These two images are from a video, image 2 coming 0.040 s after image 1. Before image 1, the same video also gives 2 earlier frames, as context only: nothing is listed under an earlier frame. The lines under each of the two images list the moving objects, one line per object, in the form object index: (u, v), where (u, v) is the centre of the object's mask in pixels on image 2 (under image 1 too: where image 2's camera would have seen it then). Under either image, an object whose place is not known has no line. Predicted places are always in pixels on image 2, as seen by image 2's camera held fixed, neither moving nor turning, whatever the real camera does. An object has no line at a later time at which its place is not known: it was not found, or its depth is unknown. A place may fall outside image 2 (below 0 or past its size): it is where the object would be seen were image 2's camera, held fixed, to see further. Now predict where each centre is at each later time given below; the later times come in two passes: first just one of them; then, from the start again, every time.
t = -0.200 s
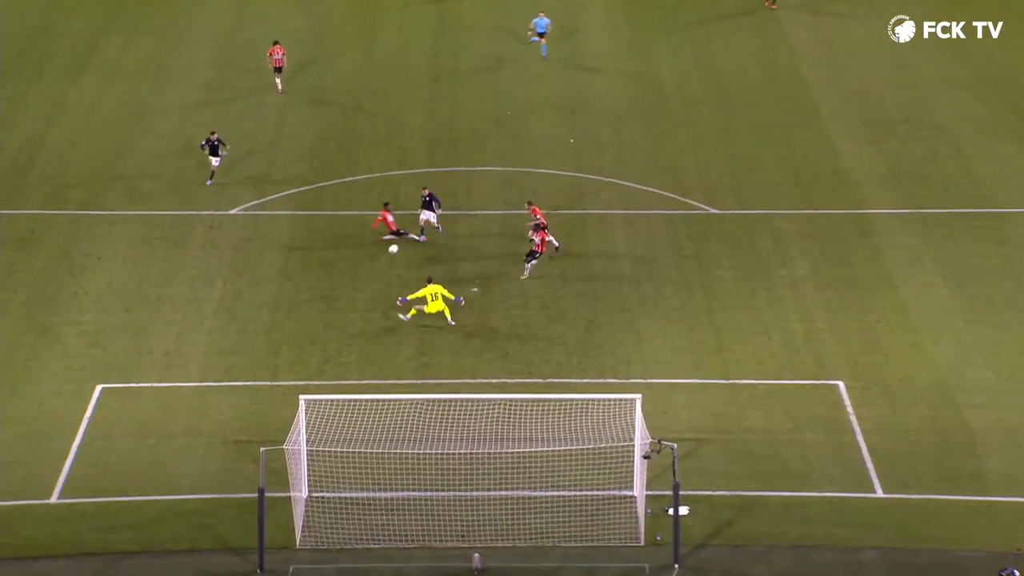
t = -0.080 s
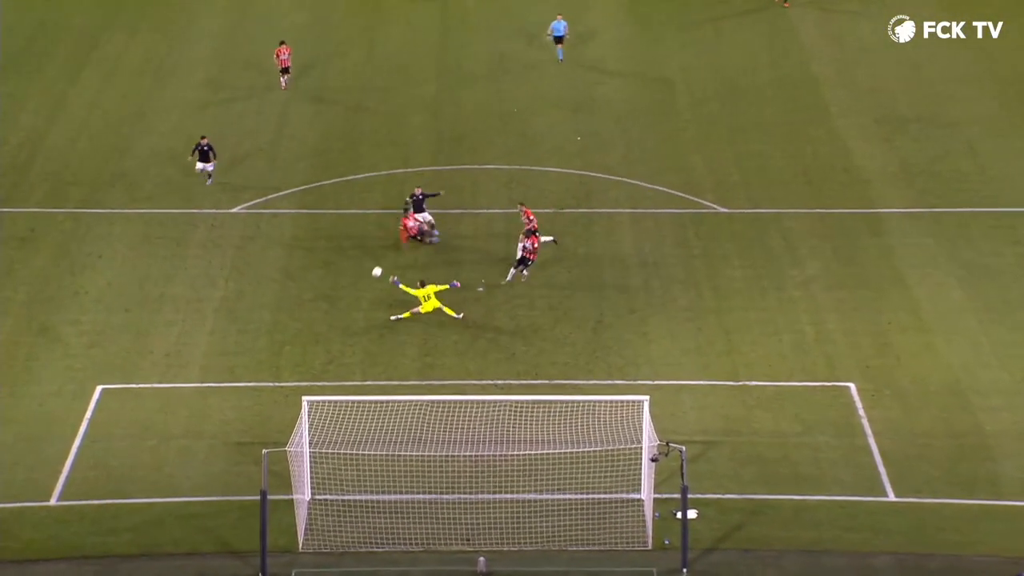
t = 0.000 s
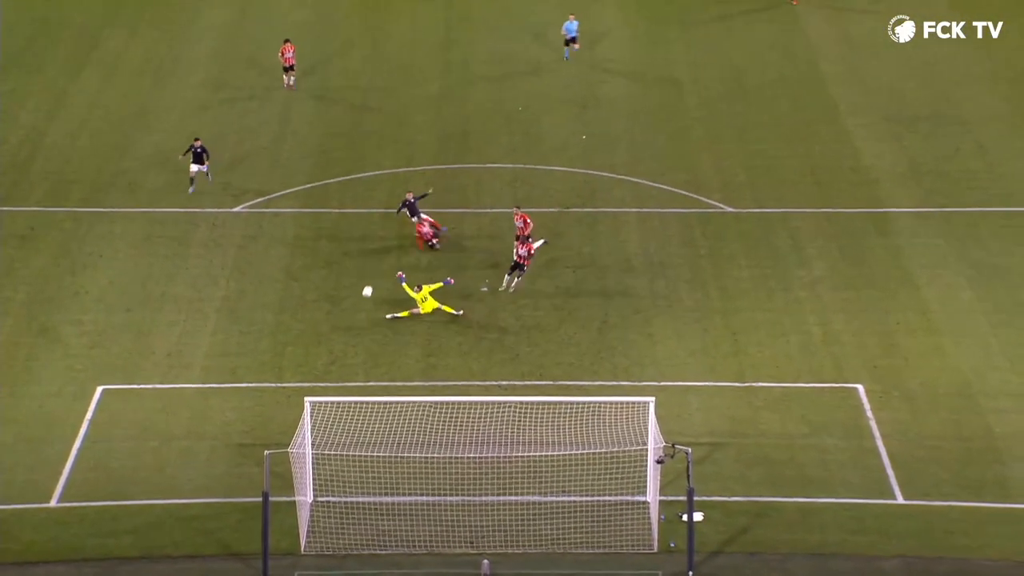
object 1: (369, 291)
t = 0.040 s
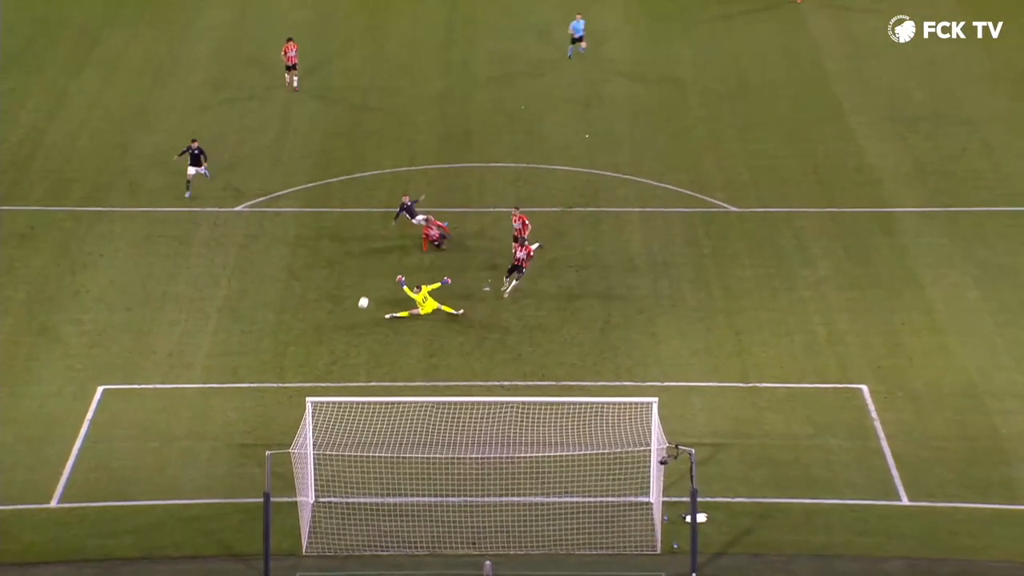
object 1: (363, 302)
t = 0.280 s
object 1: (333, 388)
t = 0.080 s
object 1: (358, 314)
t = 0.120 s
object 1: (352, 328)
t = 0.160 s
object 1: (347, 341)
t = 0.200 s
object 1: (342, 356)
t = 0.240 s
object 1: (337, 372)
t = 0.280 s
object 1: (333, 388)
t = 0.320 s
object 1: (329, 407)
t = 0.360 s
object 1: (325, 424)
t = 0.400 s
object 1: (322, 444)
